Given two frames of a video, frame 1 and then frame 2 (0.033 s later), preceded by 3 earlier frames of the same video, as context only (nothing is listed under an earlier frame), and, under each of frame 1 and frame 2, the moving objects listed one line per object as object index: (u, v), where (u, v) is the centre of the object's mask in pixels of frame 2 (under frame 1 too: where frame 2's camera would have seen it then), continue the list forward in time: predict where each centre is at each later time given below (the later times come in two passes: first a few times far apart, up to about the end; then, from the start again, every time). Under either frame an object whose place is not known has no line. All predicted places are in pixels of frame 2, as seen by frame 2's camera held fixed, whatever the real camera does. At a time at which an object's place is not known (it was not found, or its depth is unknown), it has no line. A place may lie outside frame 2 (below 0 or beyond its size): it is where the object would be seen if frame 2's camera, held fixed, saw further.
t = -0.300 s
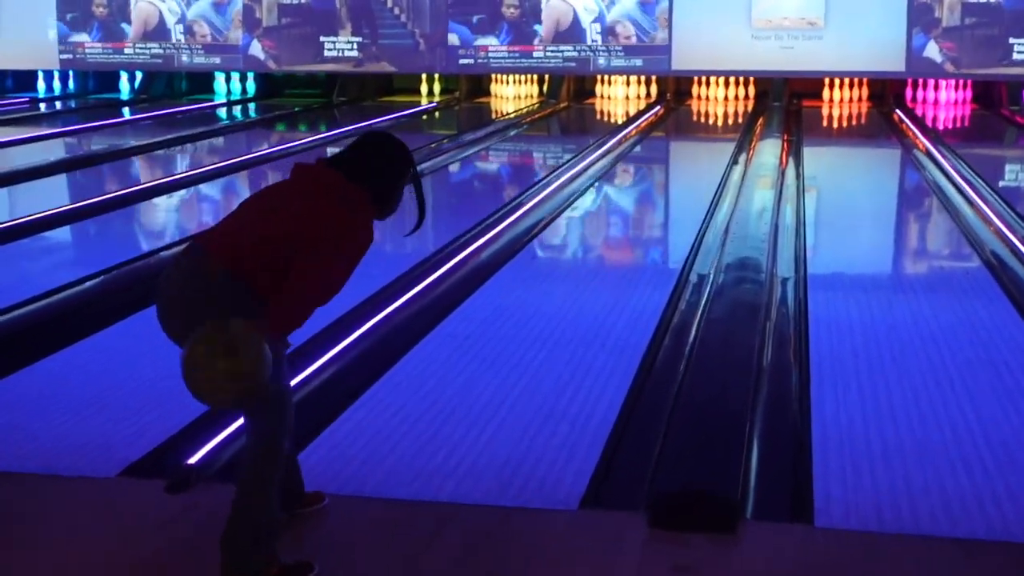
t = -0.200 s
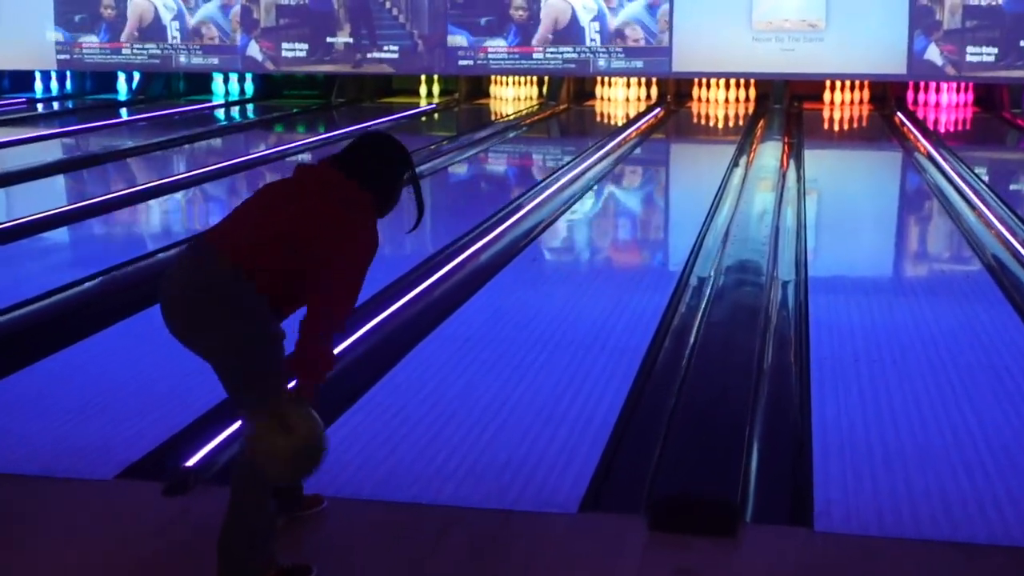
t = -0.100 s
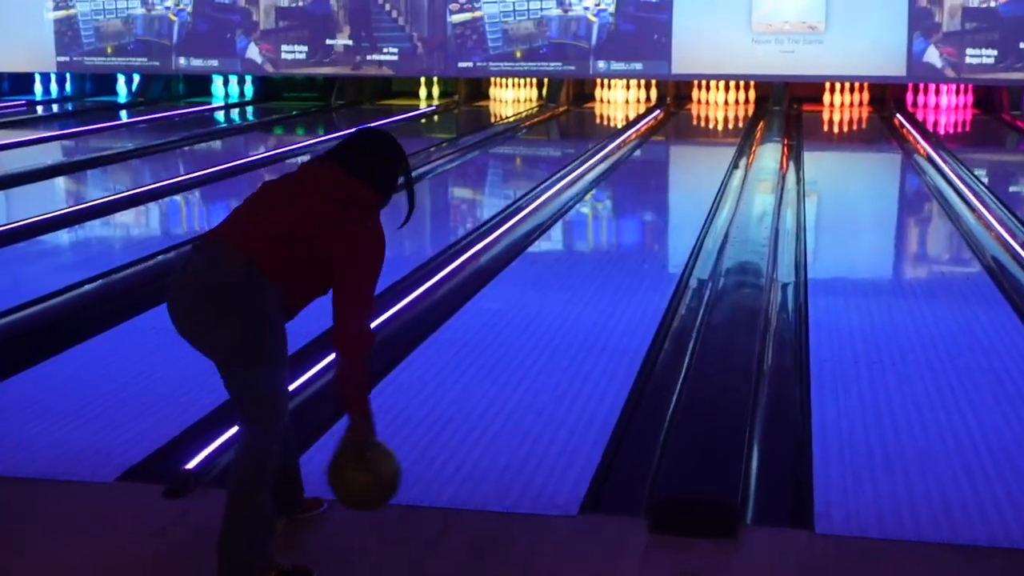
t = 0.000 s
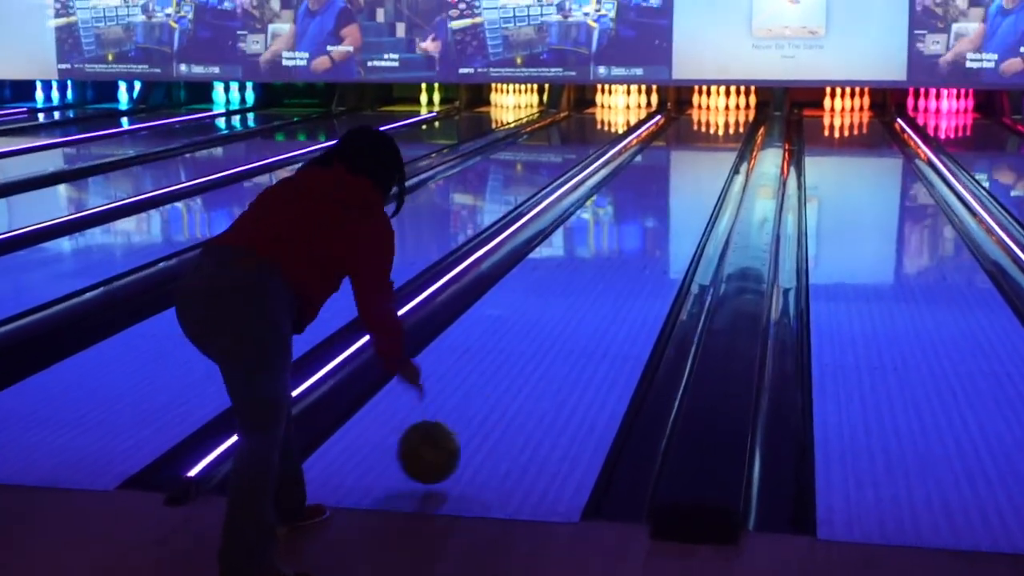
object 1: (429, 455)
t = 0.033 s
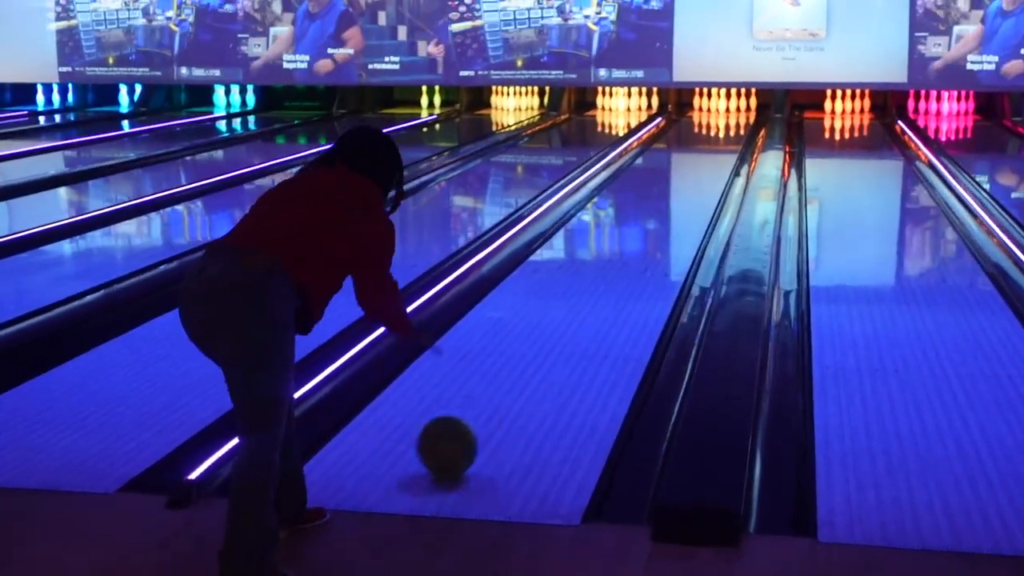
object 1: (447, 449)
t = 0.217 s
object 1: (521, 372)
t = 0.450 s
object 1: (585, 308)
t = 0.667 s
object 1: (626, 267)
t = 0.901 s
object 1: (656, 237)
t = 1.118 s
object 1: (678, 215)
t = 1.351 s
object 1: (697, 193)
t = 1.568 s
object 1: (712, 180)
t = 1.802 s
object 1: (728, 167)
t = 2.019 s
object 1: (742, 155)
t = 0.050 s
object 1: (455, 439)
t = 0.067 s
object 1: (463, 431)
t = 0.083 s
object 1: (470, 424)
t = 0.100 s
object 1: (477, 418)
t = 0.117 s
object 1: (485, 410)
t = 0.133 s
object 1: (491, 403)
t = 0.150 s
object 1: (498, 397)
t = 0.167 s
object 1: (504, 391)
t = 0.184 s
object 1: (510, 385)
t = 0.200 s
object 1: (515, 379)
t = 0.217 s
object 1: (521, 372)
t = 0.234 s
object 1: (527, 367)
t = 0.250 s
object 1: (532, 361)
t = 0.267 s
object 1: (537, 356)
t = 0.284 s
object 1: (542, 351)
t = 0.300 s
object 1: (547, 346)
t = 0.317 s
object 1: (551, 341)
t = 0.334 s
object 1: (556, 337)
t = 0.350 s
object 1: (561, 332)
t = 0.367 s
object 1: (565, 328)
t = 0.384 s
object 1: (569, 323)
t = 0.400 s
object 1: (573, 319)
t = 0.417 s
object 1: (577, 315)
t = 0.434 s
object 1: (581, 312)
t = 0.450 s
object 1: (585, 308)
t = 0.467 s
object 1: (589, 304)
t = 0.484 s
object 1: (593, 300)
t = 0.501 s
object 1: (596, 297)
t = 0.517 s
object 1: (599, 294)
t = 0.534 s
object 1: (602, 291)
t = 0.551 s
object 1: (606, 287)
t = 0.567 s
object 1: (609, 285)
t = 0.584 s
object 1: (612, 282)
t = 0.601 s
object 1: (615, 279)
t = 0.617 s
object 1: (617, 276)
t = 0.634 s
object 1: (620, 273)
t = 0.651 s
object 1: (623, 270)
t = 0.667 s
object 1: (626, 267)
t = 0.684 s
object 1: (628, 265)
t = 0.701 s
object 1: (630, 263)
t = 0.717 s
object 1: (633, 261)
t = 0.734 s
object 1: (635, 258)
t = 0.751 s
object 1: (637, 256)
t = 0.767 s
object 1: (639, 253)
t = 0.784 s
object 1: (641, 251)
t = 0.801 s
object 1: (644, 249)
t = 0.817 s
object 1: (646, 247)
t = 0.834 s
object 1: (648, 245)
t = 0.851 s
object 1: (650, 243)
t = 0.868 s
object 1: (652, 240)
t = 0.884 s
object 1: (654, 238)
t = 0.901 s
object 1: (656, 237)
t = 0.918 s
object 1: (657, 235)
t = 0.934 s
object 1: (659, 233)
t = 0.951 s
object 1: (661, 231)
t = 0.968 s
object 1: (663, 229)
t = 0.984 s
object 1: (664, 227)
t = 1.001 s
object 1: (666, 226)
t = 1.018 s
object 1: (668, 224)
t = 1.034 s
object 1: (669, 222)
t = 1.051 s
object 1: (671, 221)
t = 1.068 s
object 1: (673, 219)
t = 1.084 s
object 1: (675, 218)
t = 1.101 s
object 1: (676, 216)
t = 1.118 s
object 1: (678, 215)
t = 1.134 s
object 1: (679, 213)
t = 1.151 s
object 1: (681, 212)
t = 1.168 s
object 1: (682, 210)
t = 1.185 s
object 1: (684, 208)
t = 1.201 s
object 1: (685, 207)
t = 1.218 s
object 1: (686, 205)
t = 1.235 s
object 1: (688, 203)
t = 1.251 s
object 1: (689, 202)
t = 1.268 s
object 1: (691, 200)
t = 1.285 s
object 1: (692, 199)
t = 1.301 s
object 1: (693, 197)
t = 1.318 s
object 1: (695, 196)
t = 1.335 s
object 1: (696, 194)
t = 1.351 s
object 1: (697, 193)
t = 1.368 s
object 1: (698, 192)
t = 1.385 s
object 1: (700, 191)
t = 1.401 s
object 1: (701, 190)
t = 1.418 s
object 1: (702, 188)
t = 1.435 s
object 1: (704, 187)
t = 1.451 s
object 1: (705, 186)
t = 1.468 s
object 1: (706, 185)
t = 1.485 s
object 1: (707, 184)
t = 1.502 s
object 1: (708, 183)
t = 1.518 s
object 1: (709, 182)
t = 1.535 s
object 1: (710, 182)
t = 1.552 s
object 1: (711, 181)
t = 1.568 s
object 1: (712, 180)
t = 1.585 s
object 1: (713, 179)
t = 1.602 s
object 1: (714, 178)
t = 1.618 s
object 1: (715, 177)
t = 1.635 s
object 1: (716, 176)
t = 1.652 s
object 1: (717, 176)
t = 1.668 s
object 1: (718, 174)
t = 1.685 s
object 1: (719, 173)
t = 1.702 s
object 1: (721, 172)
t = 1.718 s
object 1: (722, 171)
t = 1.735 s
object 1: (724, 171)
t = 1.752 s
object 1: (724, 170)
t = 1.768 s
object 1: (725, 169)
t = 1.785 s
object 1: (726, 168)
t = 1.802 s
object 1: (728, 167)
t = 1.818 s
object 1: (729, 166)
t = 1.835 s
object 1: (730, 165)
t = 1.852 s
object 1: (730, 165)
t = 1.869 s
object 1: (731, 164)
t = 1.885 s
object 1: (732, 163)
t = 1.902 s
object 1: (733, 162)
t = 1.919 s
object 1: (734, 160)
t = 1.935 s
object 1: (736, 158)
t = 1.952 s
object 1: (737, 157)
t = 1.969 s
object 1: (740, 156)
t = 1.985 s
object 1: (740, 156)
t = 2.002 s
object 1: (741, 155)
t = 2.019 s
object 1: (742, 155)
